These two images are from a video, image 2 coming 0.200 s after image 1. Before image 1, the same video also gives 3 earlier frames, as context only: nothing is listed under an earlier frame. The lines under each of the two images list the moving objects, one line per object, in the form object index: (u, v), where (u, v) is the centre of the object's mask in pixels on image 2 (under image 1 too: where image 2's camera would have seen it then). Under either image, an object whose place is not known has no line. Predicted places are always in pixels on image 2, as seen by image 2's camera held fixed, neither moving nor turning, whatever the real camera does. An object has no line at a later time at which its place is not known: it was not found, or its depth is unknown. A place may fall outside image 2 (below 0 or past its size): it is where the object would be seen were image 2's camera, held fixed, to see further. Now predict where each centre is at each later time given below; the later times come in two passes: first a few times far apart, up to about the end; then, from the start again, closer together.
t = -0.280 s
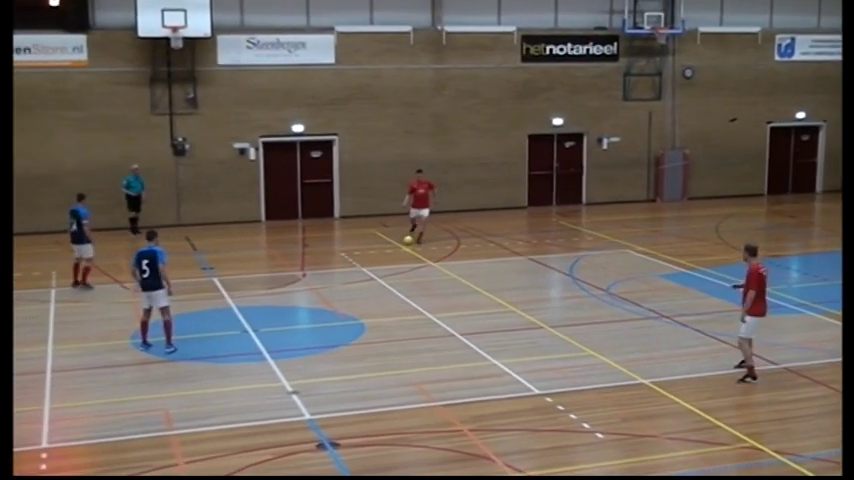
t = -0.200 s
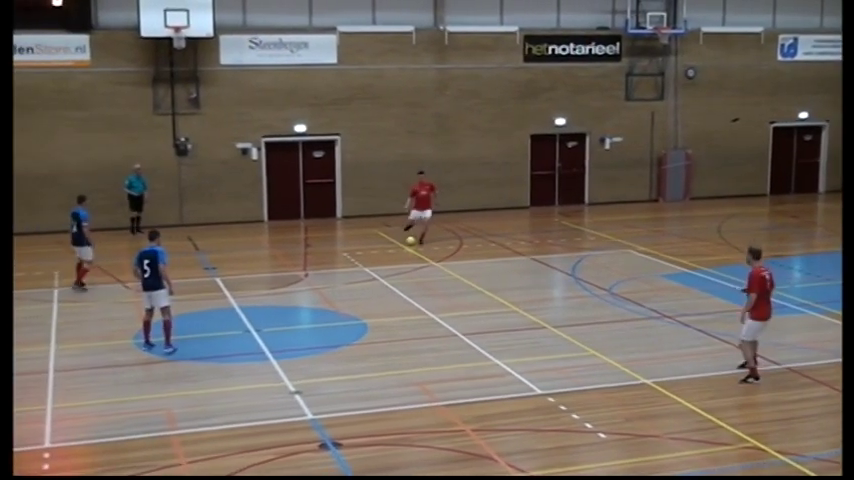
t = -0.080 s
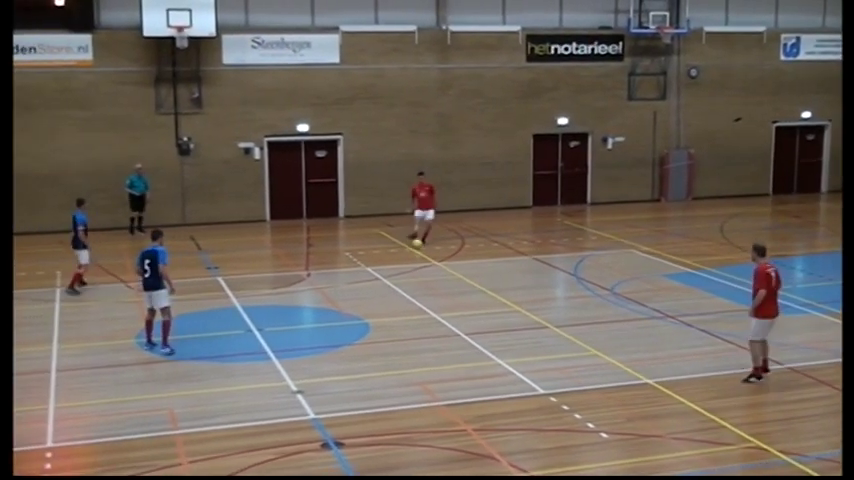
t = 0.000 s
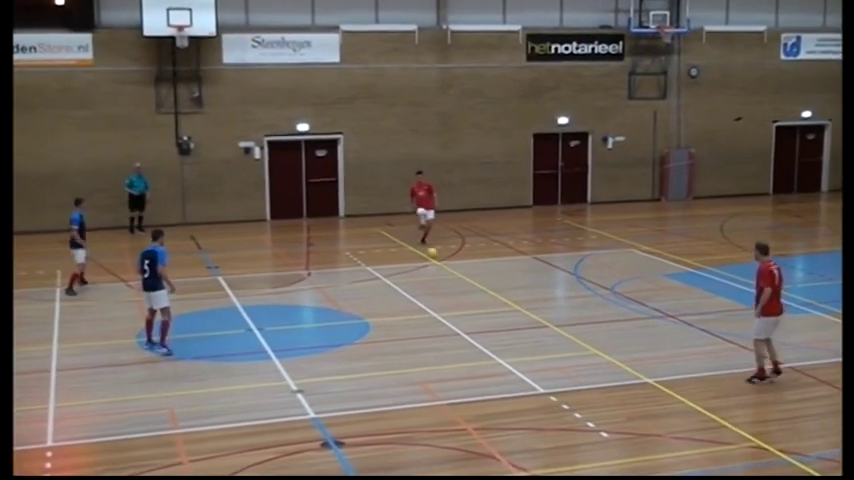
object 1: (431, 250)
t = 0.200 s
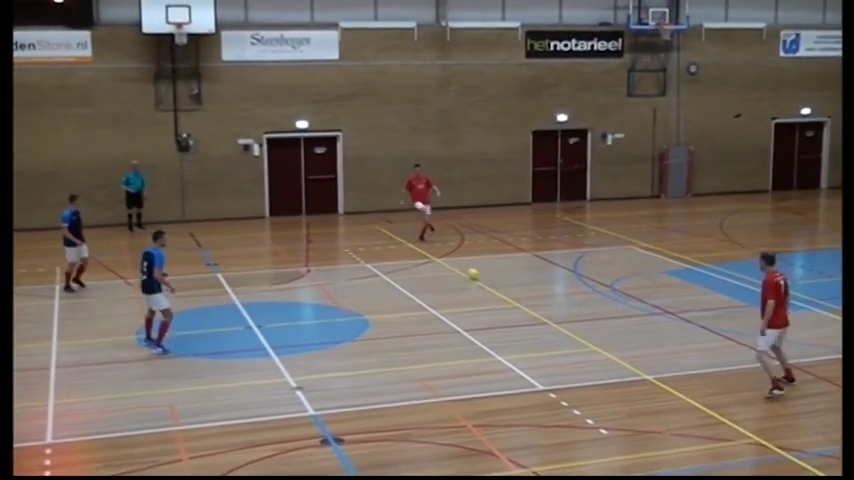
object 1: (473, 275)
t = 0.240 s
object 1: (482, 280)
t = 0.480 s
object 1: (543, 312)
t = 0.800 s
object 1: (645, 363)
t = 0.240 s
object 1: (482, 280)
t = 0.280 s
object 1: (491, 285)
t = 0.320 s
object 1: (502, 291)
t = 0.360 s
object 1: (511, 296)
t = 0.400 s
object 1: (521, 301)
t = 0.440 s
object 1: (532, 307)
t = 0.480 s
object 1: (543, 312)
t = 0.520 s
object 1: (555, 317)
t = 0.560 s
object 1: (566, 324)
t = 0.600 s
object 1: (579, 331)
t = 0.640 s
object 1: (591, 337)
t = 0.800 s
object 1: (645, 363)
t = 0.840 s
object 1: (659, 367)
